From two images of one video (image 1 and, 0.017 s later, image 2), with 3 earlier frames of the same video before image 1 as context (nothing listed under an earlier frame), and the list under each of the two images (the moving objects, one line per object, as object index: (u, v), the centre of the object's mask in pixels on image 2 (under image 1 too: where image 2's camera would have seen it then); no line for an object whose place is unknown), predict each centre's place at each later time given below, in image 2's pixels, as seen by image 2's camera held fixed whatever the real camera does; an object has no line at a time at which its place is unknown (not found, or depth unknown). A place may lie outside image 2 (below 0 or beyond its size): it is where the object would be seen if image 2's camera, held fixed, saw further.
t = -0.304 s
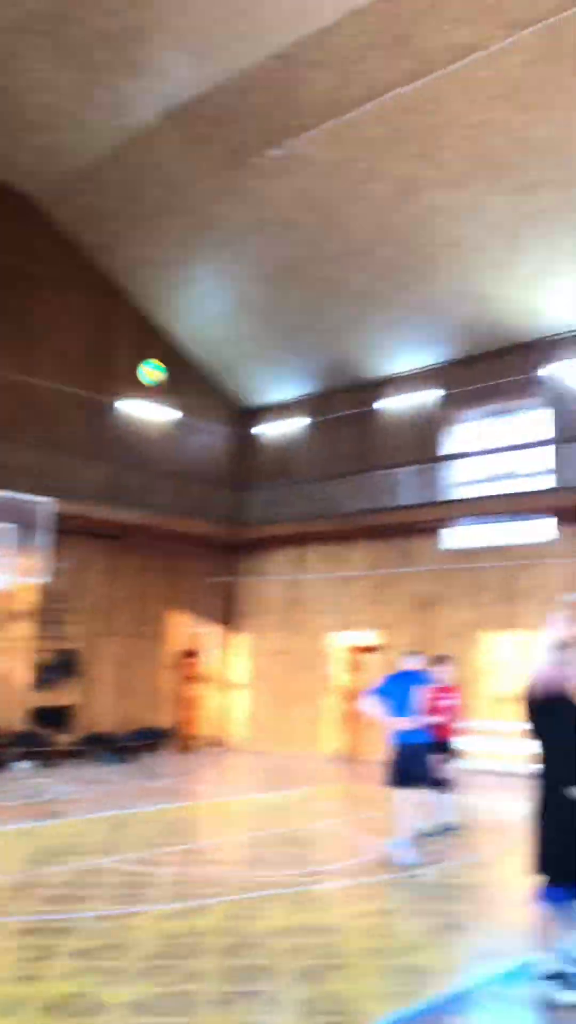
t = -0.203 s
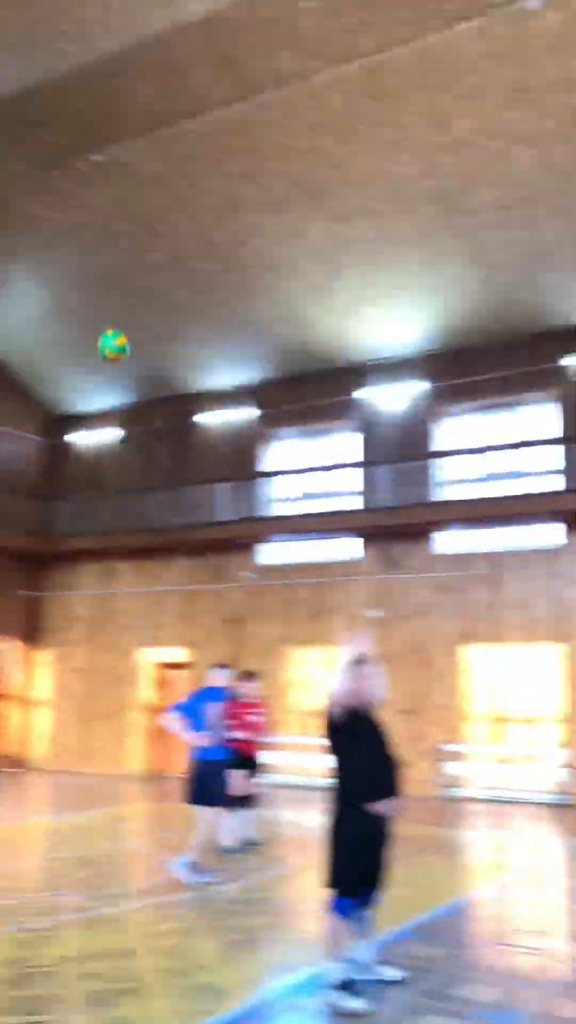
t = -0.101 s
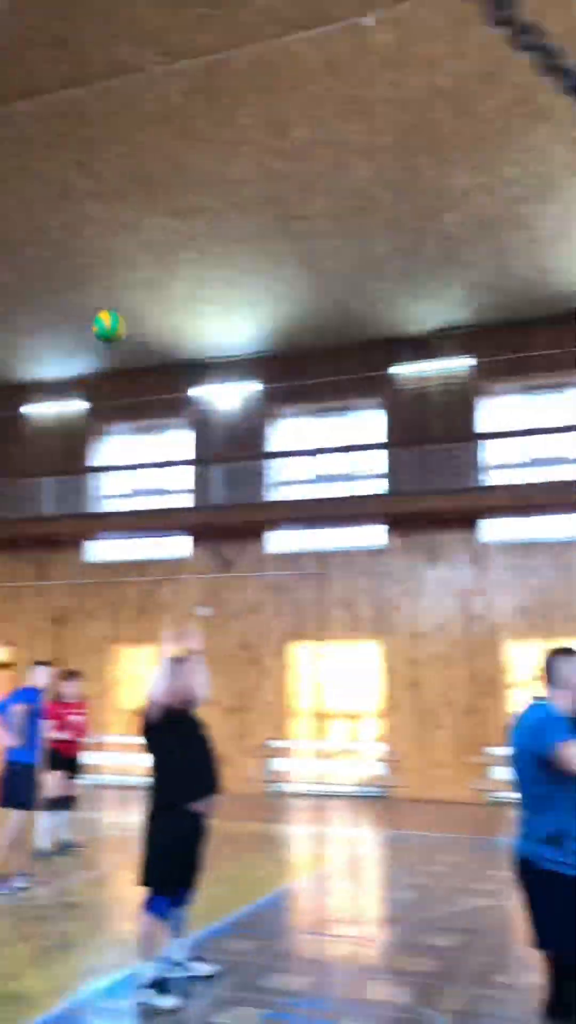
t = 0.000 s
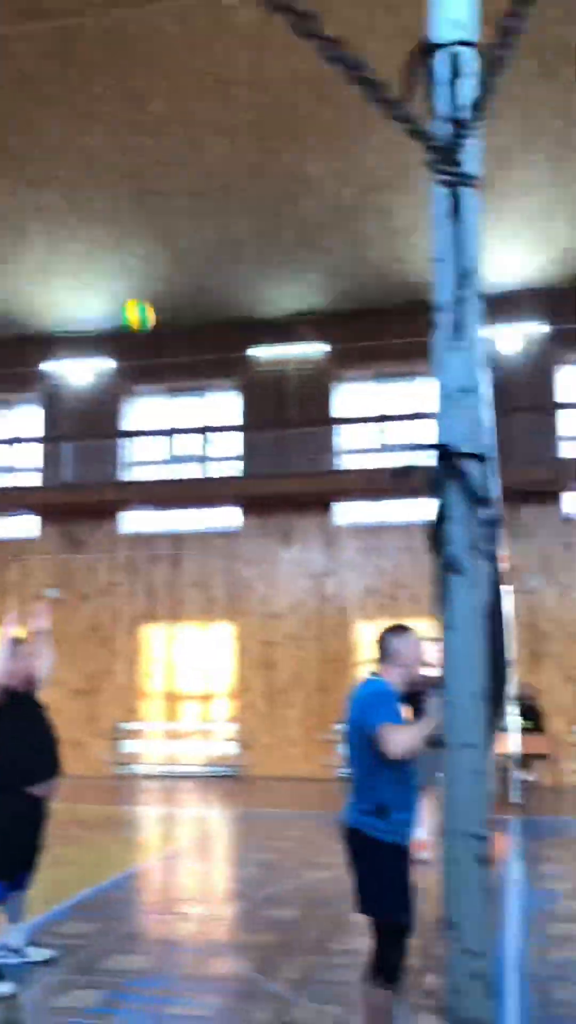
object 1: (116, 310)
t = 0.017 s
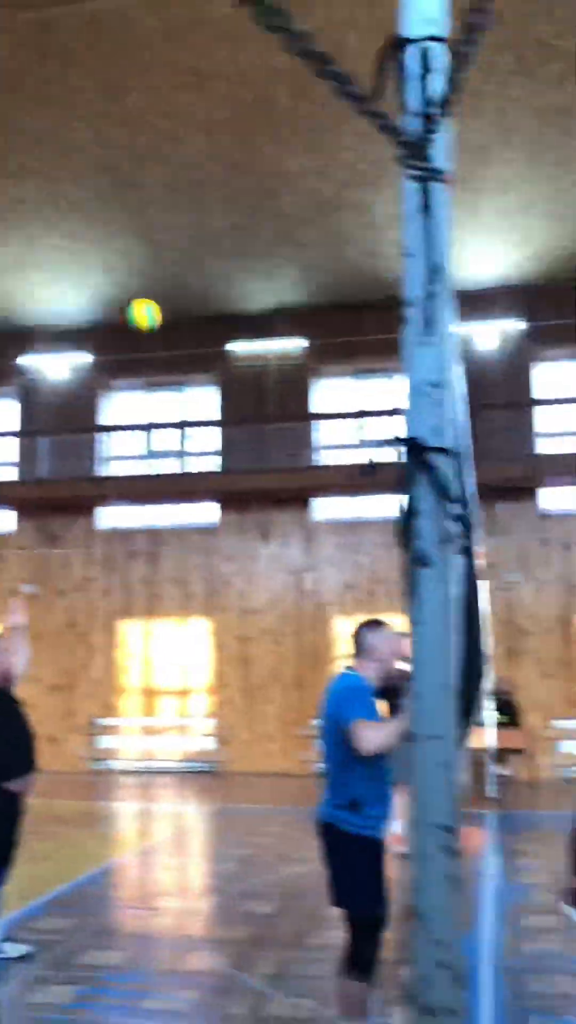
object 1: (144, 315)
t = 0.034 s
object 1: (172, 320)
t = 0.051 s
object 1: (202, 326)
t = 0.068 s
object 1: (229, 332)
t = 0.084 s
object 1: (258, 338)
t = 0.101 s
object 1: (286, 344)
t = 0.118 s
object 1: (314, 349)
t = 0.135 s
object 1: (336, 356)
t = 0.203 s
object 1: (448, 384)
